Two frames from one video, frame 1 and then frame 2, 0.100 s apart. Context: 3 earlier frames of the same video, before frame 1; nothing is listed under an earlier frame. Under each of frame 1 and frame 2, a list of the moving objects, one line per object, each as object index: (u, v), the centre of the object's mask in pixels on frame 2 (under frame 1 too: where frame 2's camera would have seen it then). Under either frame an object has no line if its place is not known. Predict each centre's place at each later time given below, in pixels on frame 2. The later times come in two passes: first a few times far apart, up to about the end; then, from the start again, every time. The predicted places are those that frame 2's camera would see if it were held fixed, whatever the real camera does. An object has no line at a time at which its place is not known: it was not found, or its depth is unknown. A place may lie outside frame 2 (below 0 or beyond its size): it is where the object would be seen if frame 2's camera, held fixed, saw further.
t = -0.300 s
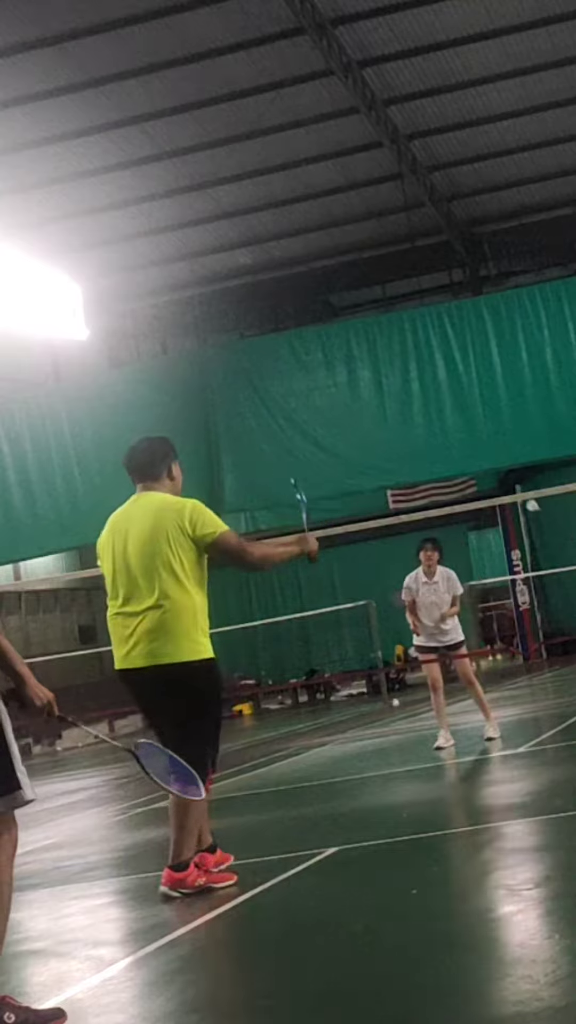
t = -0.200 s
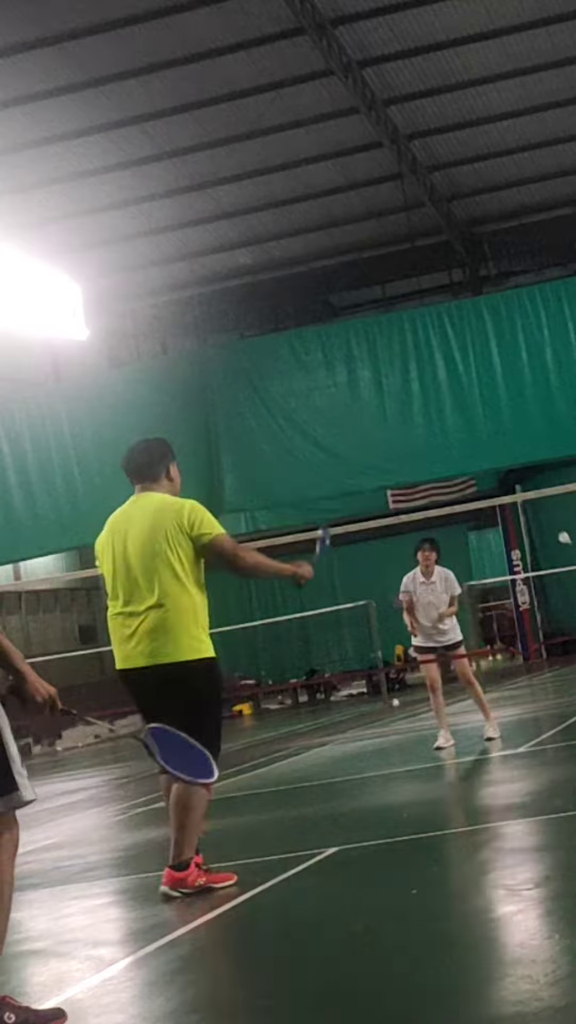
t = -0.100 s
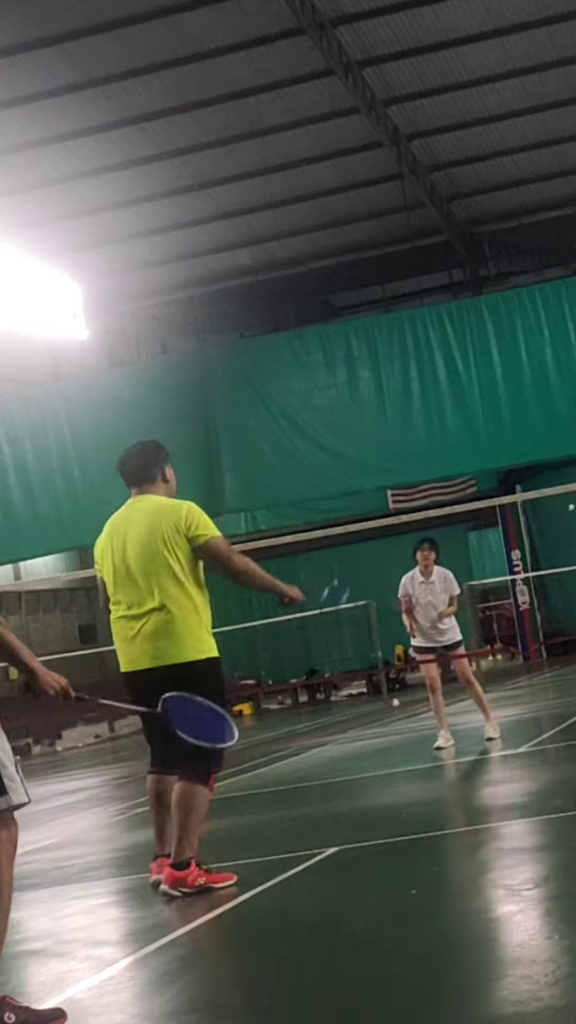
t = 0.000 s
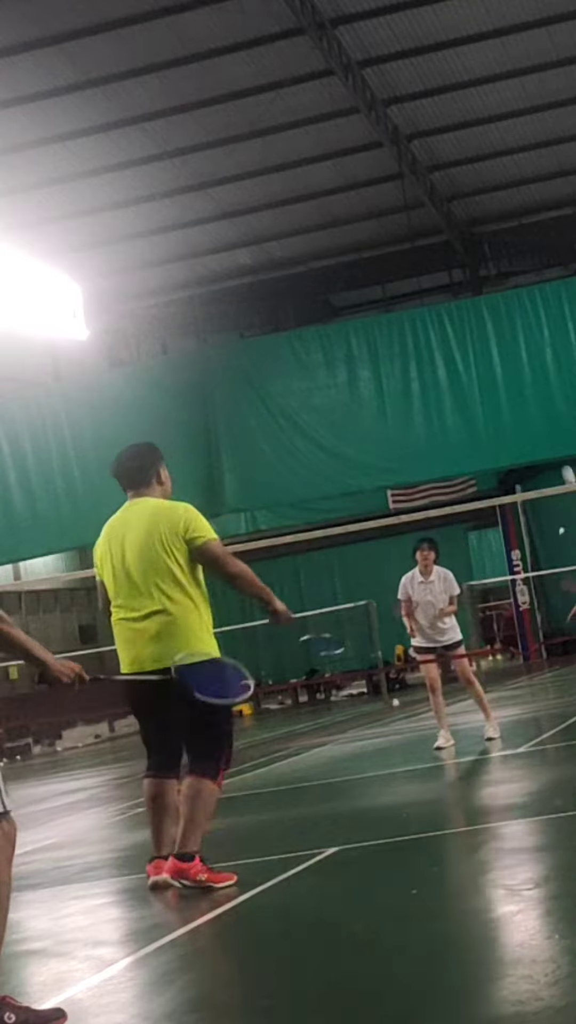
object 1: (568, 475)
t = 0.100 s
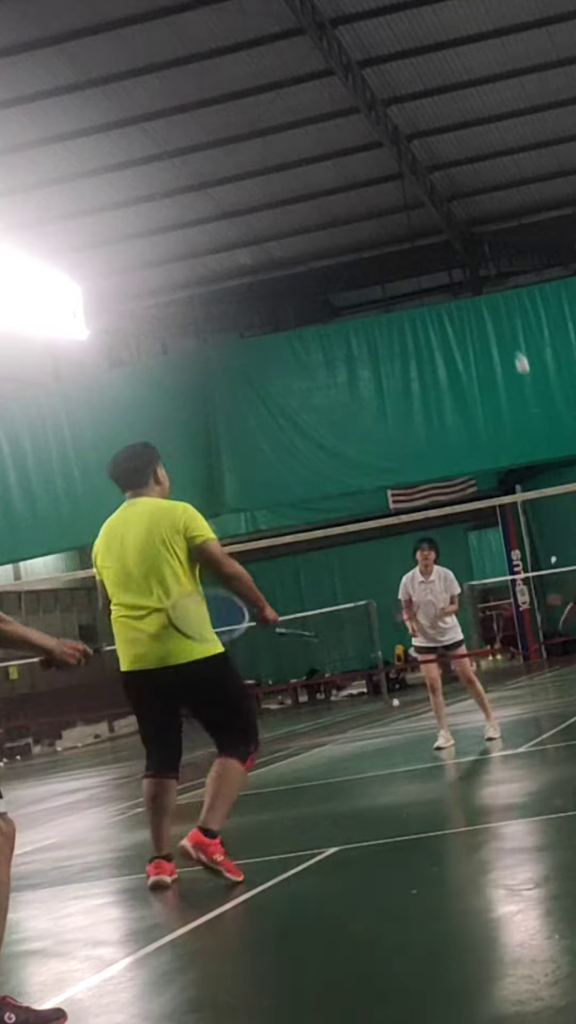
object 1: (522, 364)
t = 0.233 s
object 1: (466, 238)
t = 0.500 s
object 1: (367, 102)
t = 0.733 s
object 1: (286, 120)
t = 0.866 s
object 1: (242, 209)
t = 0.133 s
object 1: (508, 328)
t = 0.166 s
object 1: (494, 295)
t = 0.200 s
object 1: (480, 266)
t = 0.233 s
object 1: (466, 238)
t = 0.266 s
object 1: (452, 213)
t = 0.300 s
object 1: (439, 190)
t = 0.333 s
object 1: (426, 170)
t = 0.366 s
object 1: (414, 152)
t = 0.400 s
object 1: (402, 136)
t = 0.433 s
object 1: (390, 122)
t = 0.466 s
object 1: (378, 111)
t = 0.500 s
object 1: (367, 102)
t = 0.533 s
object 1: (355, 96)
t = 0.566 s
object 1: (343, 92)
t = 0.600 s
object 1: (332, 91)
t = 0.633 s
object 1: (320, 94)
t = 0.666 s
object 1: (308, 98)
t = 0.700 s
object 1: (297, 107)
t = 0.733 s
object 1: (286, 120)
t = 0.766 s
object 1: (274, 136)
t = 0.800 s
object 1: (263, 156)
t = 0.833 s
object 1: (253, 180)
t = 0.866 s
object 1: (242, 209)
